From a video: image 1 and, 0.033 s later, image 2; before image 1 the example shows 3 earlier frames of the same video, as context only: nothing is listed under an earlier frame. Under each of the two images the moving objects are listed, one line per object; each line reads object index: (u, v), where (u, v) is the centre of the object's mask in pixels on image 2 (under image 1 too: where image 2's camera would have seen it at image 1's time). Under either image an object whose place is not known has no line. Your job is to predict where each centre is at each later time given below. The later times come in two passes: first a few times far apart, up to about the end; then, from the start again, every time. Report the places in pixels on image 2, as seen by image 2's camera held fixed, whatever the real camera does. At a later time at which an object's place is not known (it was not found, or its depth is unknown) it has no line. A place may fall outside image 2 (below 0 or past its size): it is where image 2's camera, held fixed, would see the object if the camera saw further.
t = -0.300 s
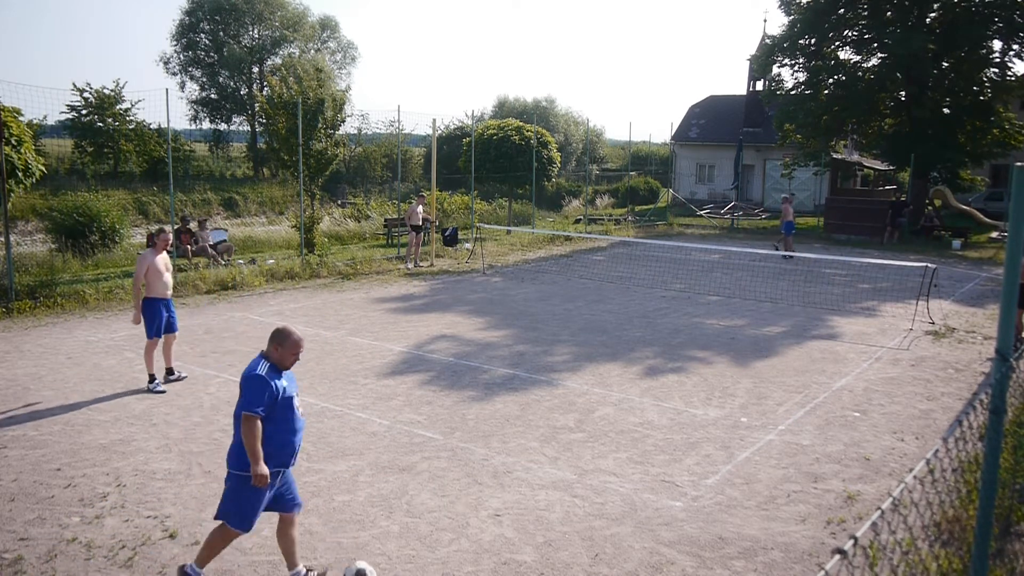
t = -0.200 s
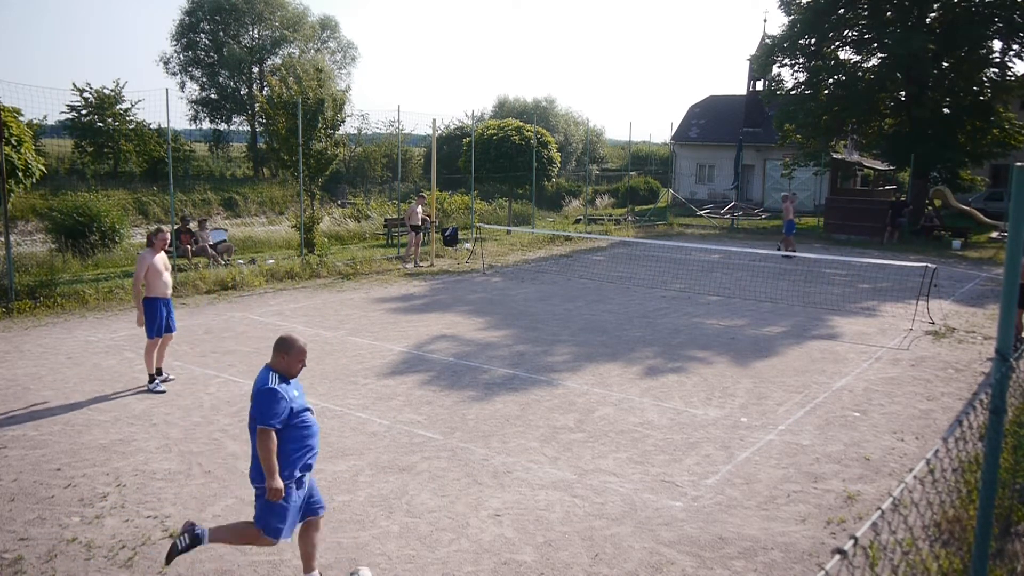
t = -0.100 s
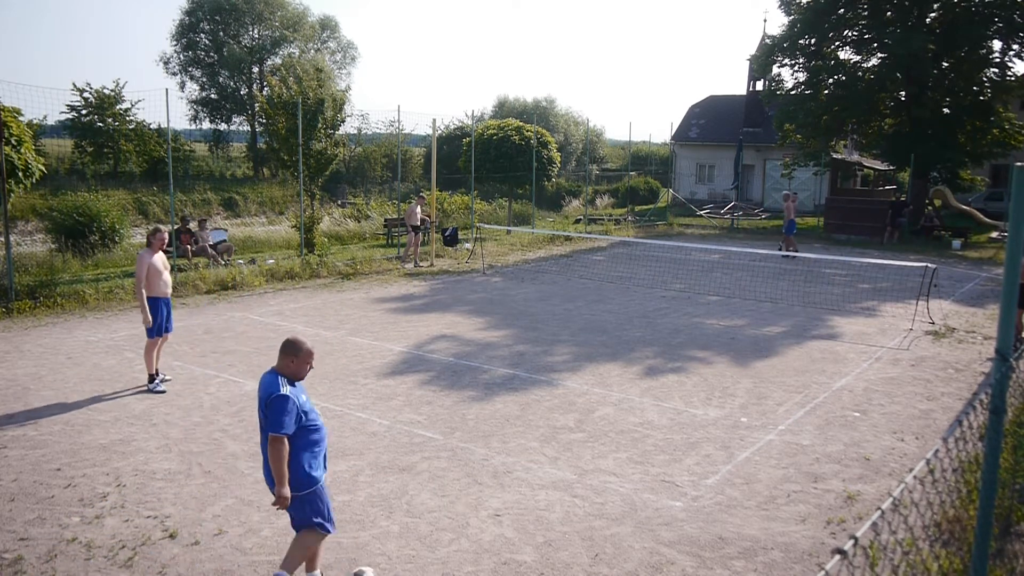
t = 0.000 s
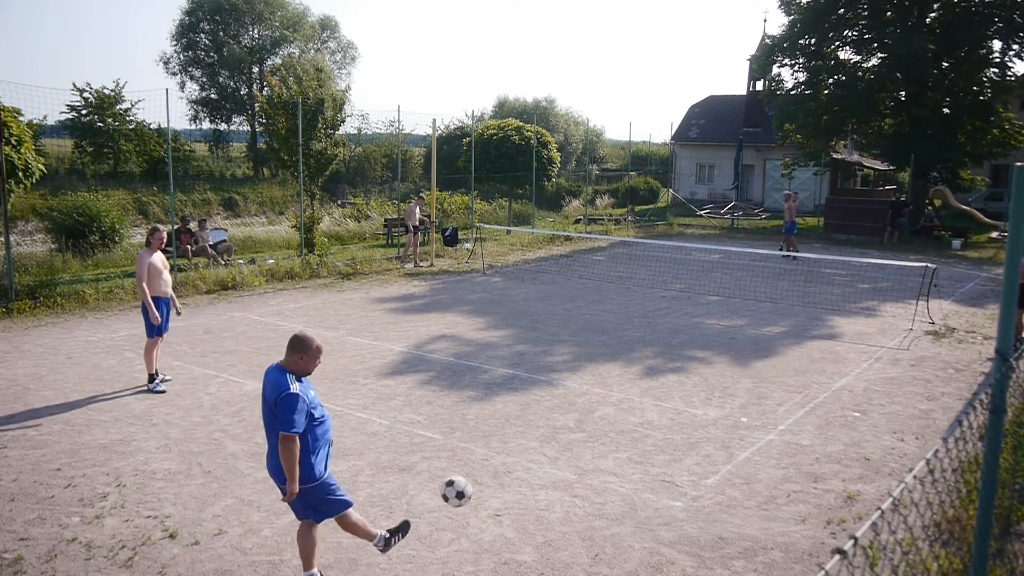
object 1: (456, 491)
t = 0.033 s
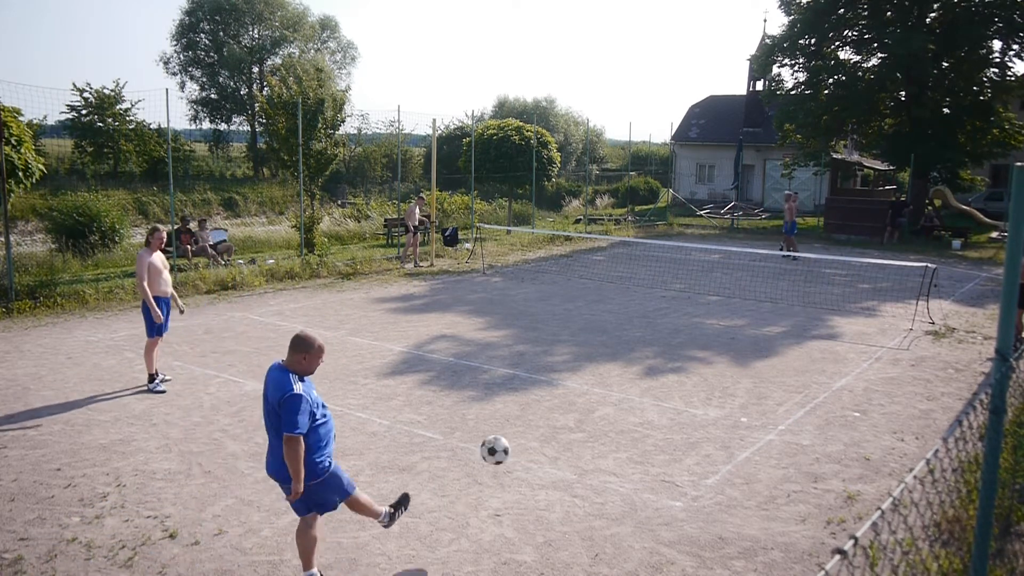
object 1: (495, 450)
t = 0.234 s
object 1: (653, 291)
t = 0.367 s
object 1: (713, 239)
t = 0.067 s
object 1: (529, 414)
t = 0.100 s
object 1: (560, 382)
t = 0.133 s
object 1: (588, 354)
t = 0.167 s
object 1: (612, 331)
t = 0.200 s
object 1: (633, 310)
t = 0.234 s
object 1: (653, 291)
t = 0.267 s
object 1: (671, 276)
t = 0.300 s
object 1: (686, 262)
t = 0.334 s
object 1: (700, 249)
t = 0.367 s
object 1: (713, 239)
